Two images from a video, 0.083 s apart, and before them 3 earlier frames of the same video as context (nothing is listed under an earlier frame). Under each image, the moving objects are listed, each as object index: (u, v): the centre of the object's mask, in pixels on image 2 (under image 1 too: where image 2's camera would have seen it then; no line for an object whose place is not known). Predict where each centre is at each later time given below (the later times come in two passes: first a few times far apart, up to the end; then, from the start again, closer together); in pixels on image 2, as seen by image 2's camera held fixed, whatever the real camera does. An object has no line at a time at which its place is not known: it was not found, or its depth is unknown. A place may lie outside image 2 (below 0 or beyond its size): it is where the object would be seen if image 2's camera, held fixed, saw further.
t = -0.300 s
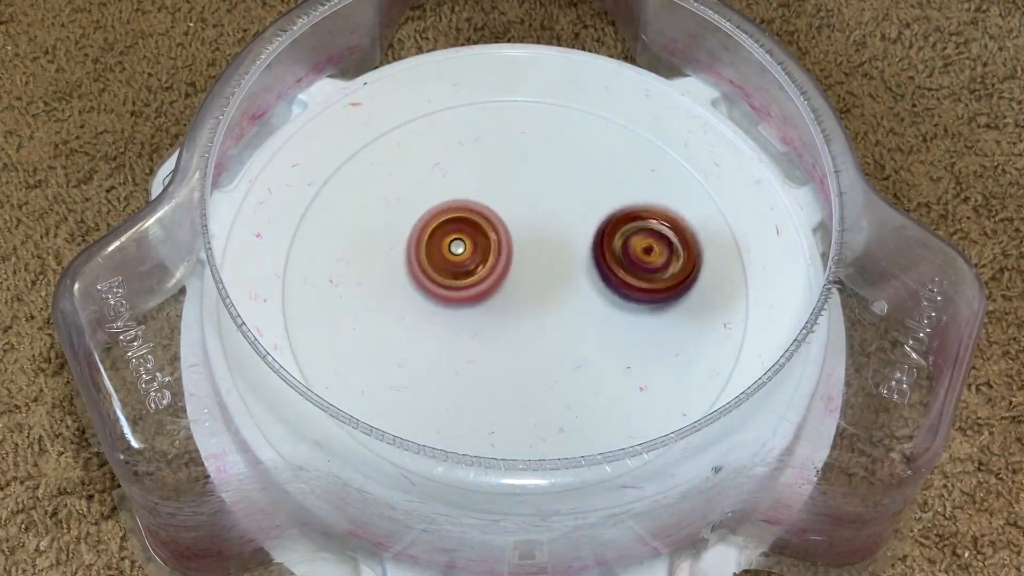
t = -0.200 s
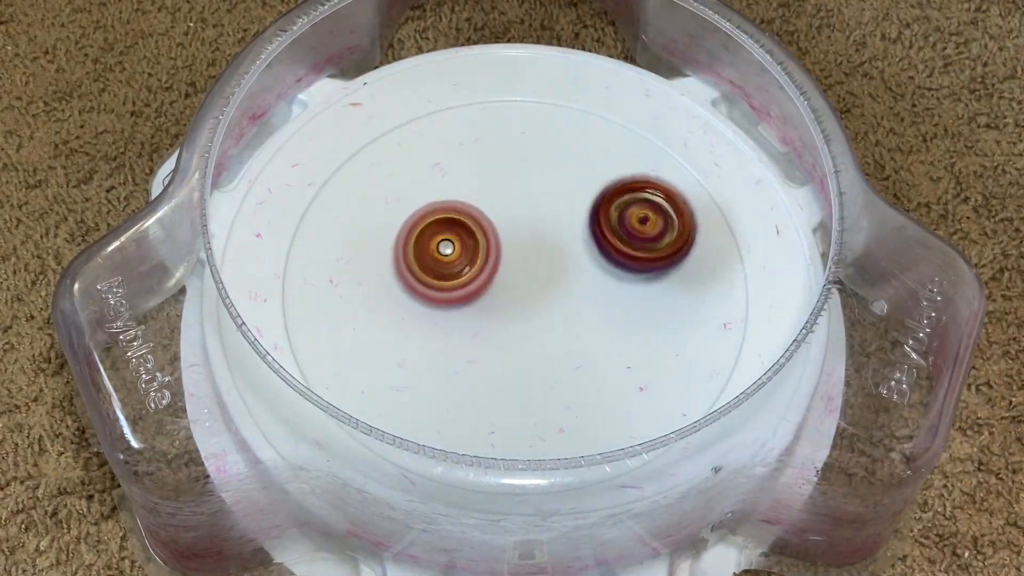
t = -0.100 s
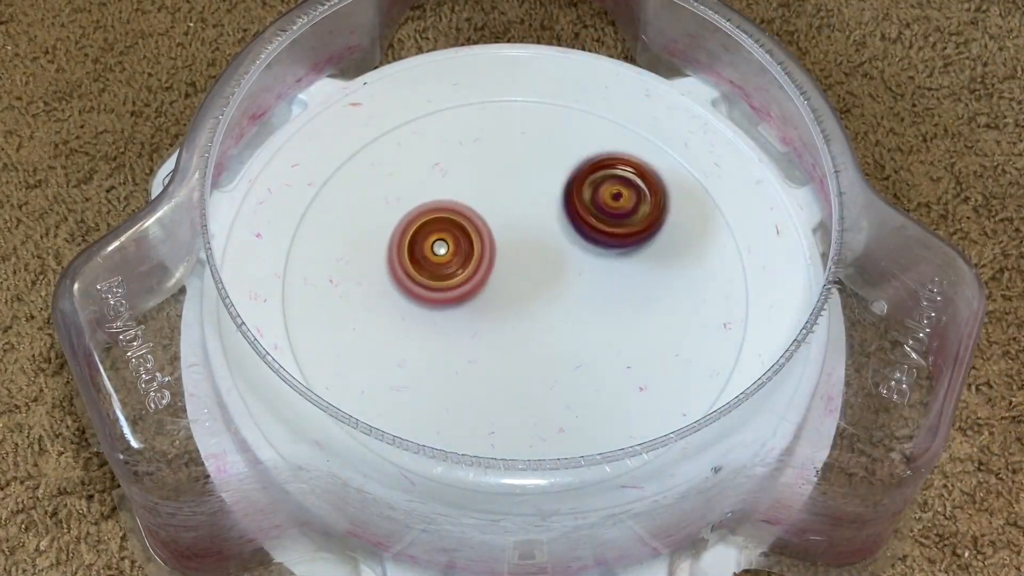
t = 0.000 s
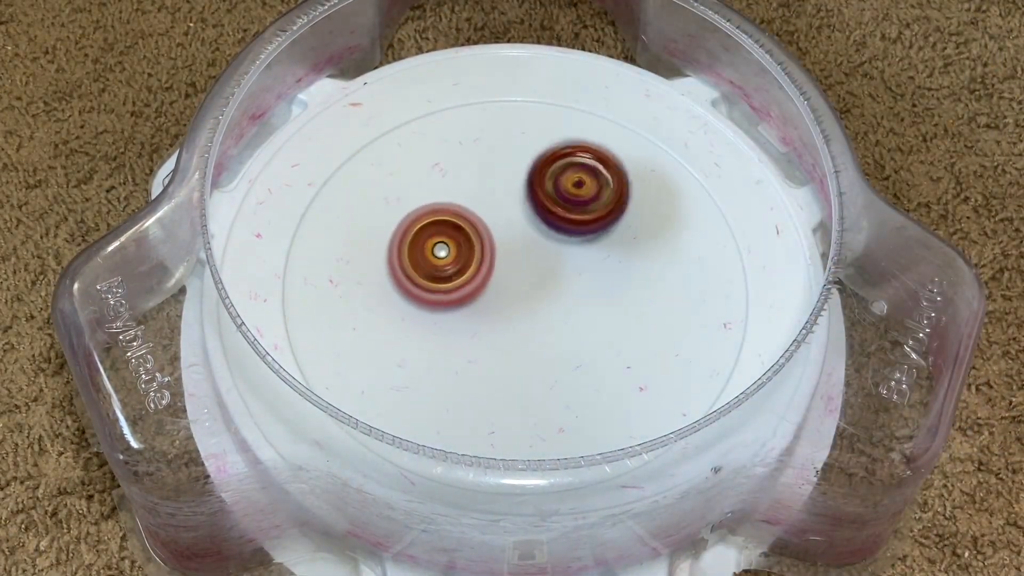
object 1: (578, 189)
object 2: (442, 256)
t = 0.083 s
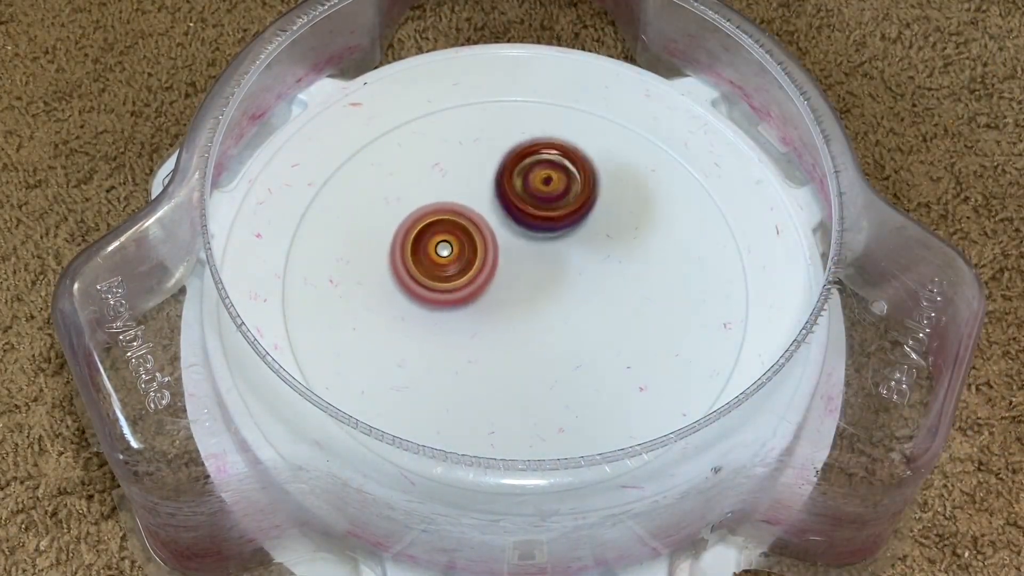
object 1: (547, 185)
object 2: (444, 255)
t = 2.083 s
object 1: (603, 260)
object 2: (441, 298)
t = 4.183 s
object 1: (440, 225)
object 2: (480, 406)
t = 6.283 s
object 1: (623, 298)
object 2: (335, 213)
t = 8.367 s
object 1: (687, 350)
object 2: (489, 157)
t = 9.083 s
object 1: (433, 238)
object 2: (541, 286)
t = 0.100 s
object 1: (540, 186)
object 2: (445, 255)
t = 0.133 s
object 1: (528, 187)
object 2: (447, 255)
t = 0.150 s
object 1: (526, 186)
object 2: (443, 259)
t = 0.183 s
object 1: (527, 177)
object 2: (429, 271)
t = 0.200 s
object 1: (528, 174)
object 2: (422, 276)
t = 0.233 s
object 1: (529, 171)
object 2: (410, 287)
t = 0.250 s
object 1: (528, 171)
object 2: (404, 293)
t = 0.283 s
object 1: (524, 171)
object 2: (395, 303)
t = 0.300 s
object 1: (523, 172)
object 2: (391, 307)
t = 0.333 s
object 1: (519, 177)
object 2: (385, 313)
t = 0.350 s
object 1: (517, 180)
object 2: (382, 317)
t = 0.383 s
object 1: (513, 187)
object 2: (380, 321)
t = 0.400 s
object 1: (511, 191)
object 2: (380, 323)
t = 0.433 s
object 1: (510, 200)
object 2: (382, 325)
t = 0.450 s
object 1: (510, 206)
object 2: (385, 325)
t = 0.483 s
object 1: (509, 217)
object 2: (391, 324)
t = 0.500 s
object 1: (510, 222)
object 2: (395, 324)
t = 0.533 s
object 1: (512, 233)
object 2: (406, 320)
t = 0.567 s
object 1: (517, 244)
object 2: (418, 316)
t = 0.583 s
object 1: (519, 250)
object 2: (425, 312)
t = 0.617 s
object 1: (532, 256)
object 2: (429, 308)
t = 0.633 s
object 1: (539, 258)
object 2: (431, 309)
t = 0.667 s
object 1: (555, 261)
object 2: (436, 303)
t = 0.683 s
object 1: (562, 262)
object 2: (440, 304)
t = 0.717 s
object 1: (578, 264)
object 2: (447, 297)
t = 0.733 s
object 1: (584, 264)
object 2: (452, 296)
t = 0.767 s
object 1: (596, 264)
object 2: (461, 288)
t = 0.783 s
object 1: (602, 263)
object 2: (465, 288)
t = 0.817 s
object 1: (612, 260)
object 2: (474, 282)
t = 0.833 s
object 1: (616, 259)
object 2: (479, 280)
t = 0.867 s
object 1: (623, 254)
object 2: (489, 275)
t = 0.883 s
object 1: (626, 252)
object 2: (493, 272)
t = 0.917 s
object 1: (627, 247)
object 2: (502, 269)
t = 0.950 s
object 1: (626, 241)
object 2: (509, 267)
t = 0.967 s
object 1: (625, 238)
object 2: (513, 264)
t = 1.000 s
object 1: (620, 231)
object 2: (520, 264)
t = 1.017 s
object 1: (621, 227)
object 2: (519, 264)
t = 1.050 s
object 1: (625, 218)
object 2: (513, 268)
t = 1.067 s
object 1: (625, 214)
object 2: (509, 271)
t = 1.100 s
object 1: (624, 207)
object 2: (501, 277)
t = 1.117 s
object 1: (622, 204)
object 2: (497, 282)
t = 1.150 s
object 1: (616, 197)
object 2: (489, 289)
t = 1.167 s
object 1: (612, 195)
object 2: (485, 293)
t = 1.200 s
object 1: (603, 191)
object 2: (476, 302)
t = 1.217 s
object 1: (599, 190)
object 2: (472, 306)
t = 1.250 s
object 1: (589, 190)
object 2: (464, 316)
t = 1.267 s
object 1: (584, 191)
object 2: (459, 319)
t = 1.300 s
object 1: (572, 195)
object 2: (451, 328)
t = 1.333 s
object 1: (561, 202)
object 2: (443, 336)
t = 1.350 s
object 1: (555, 206)
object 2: (439, 340)
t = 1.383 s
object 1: (545, 216)
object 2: (432, 346)
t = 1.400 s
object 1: (539, 222)
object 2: (428, 348)
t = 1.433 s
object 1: (530, 235)
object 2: (422, 353)
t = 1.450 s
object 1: (526, 241)
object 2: (419, 354)
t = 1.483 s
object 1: (520, 256)
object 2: (415, 356)
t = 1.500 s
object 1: (517, 264)
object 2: (412, 356)
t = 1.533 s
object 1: (512, 280)
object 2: (409, 355)
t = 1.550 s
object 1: (511, 289)
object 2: (408, 354)
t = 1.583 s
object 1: (511, 302)
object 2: (403, 353)
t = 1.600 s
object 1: (517, 306)
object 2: (397, 353)
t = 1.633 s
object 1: (528, 315)
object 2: (385, 353)
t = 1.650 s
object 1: (534, 319)
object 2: (380, 353)
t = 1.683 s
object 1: (547, 325)
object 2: (371, 351)
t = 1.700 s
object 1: (554, 328)
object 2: (367, 349)
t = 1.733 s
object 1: (567, 331)
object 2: (361, 345)
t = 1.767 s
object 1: (580, 332)
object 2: (358, 338)
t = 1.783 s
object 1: (586, 331)
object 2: (357, 335)
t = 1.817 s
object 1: (597, 329)
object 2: (357, 327)
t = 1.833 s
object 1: (602, 326)
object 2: (358, 322)
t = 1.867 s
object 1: (609, 320)
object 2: (361, 313)
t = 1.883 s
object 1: (612, 316)
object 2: (363, 309)
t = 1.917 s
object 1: (616, 307)
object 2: (368, 301)
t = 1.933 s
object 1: (618, 302)
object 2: (372, 298)
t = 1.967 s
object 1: (618, 291)
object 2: (381, 294)
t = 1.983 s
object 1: (618, 286)
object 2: (387, 293)
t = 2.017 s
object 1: (616, 276)
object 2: (403, 292)
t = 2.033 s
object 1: (614, 271)
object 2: (411, 293)
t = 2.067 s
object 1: (607, 264)
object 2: (431, 296)
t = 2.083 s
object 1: (603, 260)
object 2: (441, 298)
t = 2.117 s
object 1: (591, 256)
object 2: (463, 303)
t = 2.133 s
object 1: (585, 254)
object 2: (474, 306)
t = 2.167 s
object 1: (574, 249)
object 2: (489, 317)
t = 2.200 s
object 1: (580, 230)
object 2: (486, 344)
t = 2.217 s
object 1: (582, 222)
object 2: (485, 359)
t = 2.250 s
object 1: (582, 207)
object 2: (479, 387)
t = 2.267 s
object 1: (581, 200)
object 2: (475, 400)
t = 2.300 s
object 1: (575, 190)
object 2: (467, 415)
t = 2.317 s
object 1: (570, 186)
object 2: (460, 432)
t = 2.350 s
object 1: (559, 180)
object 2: (445, 449)
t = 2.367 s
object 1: (553, 178)
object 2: (443, 439)
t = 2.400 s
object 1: (538, 177)
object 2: (445, 417)
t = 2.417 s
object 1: (529, 177)
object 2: (440, 423)
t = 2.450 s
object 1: (513, 180)
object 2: (441, 403)
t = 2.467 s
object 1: (504, 183)
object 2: (439, 395)
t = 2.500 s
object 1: (488, 190)
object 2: (439, 372)
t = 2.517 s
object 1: (480, 195)
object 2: (439, 361)
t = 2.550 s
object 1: (466, 207)
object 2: (441, 339)
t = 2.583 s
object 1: (454, 219)
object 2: (445, 320)
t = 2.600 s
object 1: (449, 212)
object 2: (449, 328)
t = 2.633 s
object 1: (442, 196)
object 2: (457, 349)
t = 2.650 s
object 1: (440, 189)
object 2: (461, 359)
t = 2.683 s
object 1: (435, 180)
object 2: (471, 381)
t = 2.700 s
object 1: (433, 177)
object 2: (475, 390)
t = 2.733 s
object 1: (430, 175)
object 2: (483, 407)
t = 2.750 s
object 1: (429, 175)
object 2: (486, 412)
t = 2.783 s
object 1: (428, 178)
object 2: (492, 420)
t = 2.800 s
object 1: (428, 182)
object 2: (494, 423)
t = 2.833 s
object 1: (429, 190)
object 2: (496, 426)
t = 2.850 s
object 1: (430, 194)
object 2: (496, 427)
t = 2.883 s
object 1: (433, 206)
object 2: (495, 428)
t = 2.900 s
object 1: (435, 213)
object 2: (495, 427)
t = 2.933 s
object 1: (439, 227)
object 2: (491, 424)
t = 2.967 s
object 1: (445, 242)
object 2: (486, 420)
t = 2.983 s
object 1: (448, 249)
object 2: (484, 416)
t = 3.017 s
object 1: (455, 261)
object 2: (478, 408)
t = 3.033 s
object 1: (459, 266)
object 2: (474, 401)
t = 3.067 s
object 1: (469, 276)
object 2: (469, 385)
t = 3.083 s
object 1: (476, 275)
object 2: (465, 382)
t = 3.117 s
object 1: (489, 268)
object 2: (460, 381)
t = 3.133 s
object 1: (495, 263)
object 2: (459, 379)
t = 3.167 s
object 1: (507, 254)
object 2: (460, 373)
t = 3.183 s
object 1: (513, 249)
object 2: (462, 370)
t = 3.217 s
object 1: (524, 239)
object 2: (471, 362)
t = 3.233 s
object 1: (528, 234)
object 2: (477, 358)
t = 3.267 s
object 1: (536, 223)
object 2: (491, 349)
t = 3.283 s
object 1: (539, 218)
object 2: (499, 345)
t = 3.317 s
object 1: (543, 208)
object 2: (516, 337)
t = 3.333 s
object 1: (544, 203)
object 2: (524, 333)
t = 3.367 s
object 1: (546, 195)
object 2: (542, 326)
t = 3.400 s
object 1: (547, 187)
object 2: (559, 320)
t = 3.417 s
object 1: (546, 184)
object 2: (567, 317)
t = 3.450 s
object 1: (543, 178)
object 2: (583, 311)
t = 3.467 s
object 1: (541, 176)
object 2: (590, 309)
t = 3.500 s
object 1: (536, 173)
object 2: (602, 305)
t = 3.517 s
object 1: (532, 172)
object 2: (608, 304)
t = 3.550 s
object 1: (525, 173)
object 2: (618, 301)
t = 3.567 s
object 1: (522, 174)
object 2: (622, 300)
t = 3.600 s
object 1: (514, 177)
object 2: (627, 299)
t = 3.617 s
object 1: (511, 179)
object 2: (629, 298)
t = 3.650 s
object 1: (504, 183)
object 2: (631, 298)
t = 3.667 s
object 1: (500, 186)
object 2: (631, 299)
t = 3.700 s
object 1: (494, 193)
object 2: (629, 300)
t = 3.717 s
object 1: (493, 197)
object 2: (627, 301)
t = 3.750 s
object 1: (492, 206)
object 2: (621, 304)
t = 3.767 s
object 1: (493, 211)
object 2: (617, 306)
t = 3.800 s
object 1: (496, 222)
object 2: (608, 309)
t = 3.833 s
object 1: (501, 232)
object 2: (598, 313)
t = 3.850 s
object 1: (503, 238)
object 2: (592, 315)
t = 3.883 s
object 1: (501, 239)
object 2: (595, 331)
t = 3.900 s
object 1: (491, 231)
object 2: (607, 348)
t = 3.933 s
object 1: (473, 217)
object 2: (626, 381)
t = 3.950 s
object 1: (466, 212)
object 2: (631, 395)
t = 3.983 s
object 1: (455, 204)
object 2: (632, 412)
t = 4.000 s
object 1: (450, 201)
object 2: (635, 432)
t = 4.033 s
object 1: (445, 200)
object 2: (617, 437)
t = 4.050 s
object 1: (444, 200)
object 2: (607, 443)
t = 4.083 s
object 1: (441, 205)
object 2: (576, 427)
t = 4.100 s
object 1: (440, 208)
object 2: (563, 428)
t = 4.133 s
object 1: (440, 215)
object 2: (533, 423)
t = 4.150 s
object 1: (440, 219)
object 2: (516, 420)
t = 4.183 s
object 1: (440, 225)
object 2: (480, 406)
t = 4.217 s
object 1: (442, 231)
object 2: (448, 378)
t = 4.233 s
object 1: (443, 233)
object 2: (434, 361)
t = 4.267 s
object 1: (448, 235)
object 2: (413, 330)
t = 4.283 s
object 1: (457, 218)
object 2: (398, 331)
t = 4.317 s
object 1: (477, 183)
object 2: (369, 335)
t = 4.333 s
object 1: (487, 167)
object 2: (356, 335)
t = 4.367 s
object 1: (503, 141)
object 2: (337, 333)
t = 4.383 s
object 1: (510, 130)
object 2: (330, 330)
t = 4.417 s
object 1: (522, 112)
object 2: (322, 322)
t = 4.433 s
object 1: (527, 104)
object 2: (321, 317)
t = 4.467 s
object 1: (533, 95)
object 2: (324, 304)
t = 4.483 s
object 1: (536, 92)
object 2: (328, 297)
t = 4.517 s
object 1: (539, 91)
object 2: (342, 280)
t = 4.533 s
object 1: (539, 92)
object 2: (352, 271)
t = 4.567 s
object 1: (540, 98)
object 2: (374, 252)
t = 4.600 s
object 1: (539, 110)
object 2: (402, 232)
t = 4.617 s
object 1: (538, 116)
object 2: (417, 222)
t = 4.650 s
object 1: (534, 134)
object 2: (452, 203)
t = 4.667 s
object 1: (546, 132)
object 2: (457, 205)
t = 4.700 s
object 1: (592, 97)
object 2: (438, 246)
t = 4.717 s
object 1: (611, 79)
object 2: (430, 266)
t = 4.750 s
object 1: (640, 62)
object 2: (414, 305)
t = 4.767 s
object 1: (644, 74)
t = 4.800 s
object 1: (646, 91)
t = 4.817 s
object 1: (648, 102)
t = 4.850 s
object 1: (648, 128)
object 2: (394, 394)
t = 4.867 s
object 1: (647, 141)
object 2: (393, 404)
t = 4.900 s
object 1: (644, 168)
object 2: (394, 417)
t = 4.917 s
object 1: (639, 183)
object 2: (395, 422)
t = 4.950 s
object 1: (630, 213)
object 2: (398, 425)
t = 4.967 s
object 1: (625, 227)
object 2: (400, 425)
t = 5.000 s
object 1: (612, 257)
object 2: (408, 416)
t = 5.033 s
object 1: (599, 283)
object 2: (417, 401)
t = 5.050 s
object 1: (590, 298)
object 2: (419, 397)
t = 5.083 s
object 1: (576, 325)
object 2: (422, 384)
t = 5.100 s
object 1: (570, 336)
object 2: (424, 374)
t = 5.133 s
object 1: (556, 360)
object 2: (433, 353)
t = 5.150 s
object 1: (553, 368)
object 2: (437, 342)
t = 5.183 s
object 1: (553, 386)
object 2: (440, 318)
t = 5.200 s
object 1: (554, 393)
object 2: (444, 306)
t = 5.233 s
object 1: (555, 401)
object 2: (455, 285)
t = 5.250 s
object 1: (555, 404)
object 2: (461, 274)
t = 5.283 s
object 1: (556, 406)
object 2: (478, 254)
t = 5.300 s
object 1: (557, 406)
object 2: (488, 246)
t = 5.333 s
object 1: (557, 403)
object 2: (508, 230)
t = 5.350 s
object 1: (559, 399)
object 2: (519, 224)
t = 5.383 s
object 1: (560, 387)
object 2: (541, 213)
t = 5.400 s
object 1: (561, 380)
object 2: (552, 208)
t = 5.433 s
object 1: (564, 359)
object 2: (574, 203)
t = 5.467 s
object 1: (568, 334)
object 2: (597, 199)
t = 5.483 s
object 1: (571, 322)
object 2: (607, 199)
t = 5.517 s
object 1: (577, 298)
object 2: (627, 201)
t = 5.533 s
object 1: (582, 287)
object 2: (637, 202)
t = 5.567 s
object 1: (584, 274)
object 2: (661, 202)
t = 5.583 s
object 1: (584, 269)
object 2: (672, 200)
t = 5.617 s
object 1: (586, 261)
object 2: (692, 199)
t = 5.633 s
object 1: (587, 258)
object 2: (702, 199)
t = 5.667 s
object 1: (591, 252)
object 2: (716, 205)
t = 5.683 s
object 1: (593, 250)
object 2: (722, 209)
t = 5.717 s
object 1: (597, 245)
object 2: (731, 219)
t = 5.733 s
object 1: (600, 243)
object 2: (734, 226)
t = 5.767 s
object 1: (605, 238)
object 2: (735, 241)
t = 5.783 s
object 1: (608, 235)
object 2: (736, 249)
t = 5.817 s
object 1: (613, 232)
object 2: (731, 268)
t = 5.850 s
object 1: (618, 230)
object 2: (721, 288)
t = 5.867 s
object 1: (620, 229)
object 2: (716, 300)
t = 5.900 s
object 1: (625, 229)
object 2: (698, 323)
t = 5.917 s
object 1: (628, 229)
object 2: (685, 336)
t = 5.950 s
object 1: (631, 230)
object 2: (654, 359)
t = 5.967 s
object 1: (633, 230)
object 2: (635, 368)
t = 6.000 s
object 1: (637, 234)
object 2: (593, 381)
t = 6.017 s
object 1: (638, 235)
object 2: (568, 384)
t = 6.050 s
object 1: (641, 239)
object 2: (521, 383)
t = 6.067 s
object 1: (642, 242)
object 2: (498, 380)
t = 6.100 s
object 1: (642, 248)
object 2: (456, 367)
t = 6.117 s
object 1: (642, 252)
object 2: (435, 357)
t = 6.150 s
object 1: (642, 260)
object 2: (401, 335)
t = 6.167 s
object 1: (641, 264)
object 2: (386, 323)
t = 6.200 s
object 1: (637, 273)
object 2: (362, 292)
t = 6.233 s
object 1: (632, 283)
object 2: (345, 262)
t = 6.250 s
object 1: (629, 288)
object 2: (339, 246)
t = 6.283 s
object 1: (623, 298)
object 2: (335, 213)
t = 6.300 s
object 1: (620, 302)
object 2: (336, 197)
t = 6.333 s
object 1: (612, 312)
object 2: (343, 166)
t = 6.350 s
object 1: (608, 316)
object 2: (348, 151)
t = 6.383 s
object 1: (601, 327)
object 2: (364, 123)
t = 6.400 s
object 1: (595, 331)
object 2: (378, 114)
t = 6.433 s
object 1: (587, 341)
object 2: (414, 106)
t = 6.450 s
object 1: (582, 346)
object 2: (432, 103)
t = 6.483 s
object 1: (572, 353)
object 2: (469, 98)
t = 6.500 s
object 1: (568, 357)
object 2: (487, 97)
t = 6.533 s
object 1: (558, 364)
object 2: (525, 94)
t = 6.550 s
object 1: (554, 367)
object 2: (543, 94)
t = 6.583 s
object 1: (543, 372)
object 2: (583, 97)
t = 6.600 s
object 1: (538, 375)
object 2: (601, 102)
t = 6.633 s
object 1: (528, 378)
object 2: (639, 117)
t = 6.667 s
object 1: (517, 381)
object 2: (671, 140)
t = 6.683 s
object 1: (511, 382)
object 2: (683, 154)
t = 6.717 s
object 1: (501, 383)
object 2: (705, 187)
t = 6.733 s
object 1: (496, 383)
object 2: (711, 204)
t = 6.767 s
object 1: (485, 381)
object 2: (717, 242)
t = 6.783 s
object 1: (479, 380)
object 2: (716, 261)
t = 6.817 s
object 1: (469, 377)
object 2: (706, 299)
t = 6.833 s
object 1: (464, 375)
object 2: (698, 319)
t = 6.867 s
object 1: (454, 370)
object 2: (671, 354)
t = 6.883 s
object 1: (451, 367)
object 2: (655, 371)
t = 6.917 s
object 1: (441, 359)
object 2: (613, 397)
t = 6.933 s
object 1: (436, 355)
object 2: (588, 407)
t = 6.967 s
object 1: (428, 348)
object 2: (537, 418)
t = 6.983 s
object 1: (425, 343)
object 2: (511, 420)
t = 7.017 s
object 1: (417, 332)
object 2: (453, 434)
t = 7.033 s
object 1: (413, 324)
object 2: (426, 434)
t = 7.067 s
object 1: (404, 311)
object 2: (377, 426)
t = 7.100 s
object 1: (396, 295)
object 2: (351, 393)
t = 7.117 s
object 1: (394, 284)
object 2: (347, 369)
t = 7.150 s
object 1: (397, 252)
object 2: (327, 353)
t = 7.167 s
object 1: (399, 237)
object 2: (326, 343)
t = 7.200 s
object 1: (401, 205)
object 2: (329, 323)
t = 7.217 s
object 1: (403, 189)
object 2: (334, 310)
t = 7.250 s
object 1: (405, 162)
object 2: (347, 286)
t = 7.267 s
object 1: (405, 149)
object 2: (355, 273)
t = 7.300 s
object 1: (407, 129)
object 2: (373, 252)
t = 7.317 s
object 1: (407, 119)
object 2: (383, 241)
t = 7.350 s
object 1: (407, 104)
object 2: (404, 223)
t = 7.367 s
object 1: (411, 101)
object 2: (415, 215)
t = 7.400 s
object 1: (419, 103)
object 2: (439, 203)
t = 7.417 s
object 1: (424, 106)
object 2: (452, 201)
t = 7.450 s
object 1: (430, 93)
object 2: (480, 213)
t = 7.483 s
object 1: (436, 87)
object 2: (511, 230)
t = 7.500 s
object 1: (439, 85)
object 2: (525, 238)
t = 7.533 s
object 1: (445, 82)
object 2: (552, 256)
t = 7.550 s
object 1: (448, 82)
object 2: (566, 266)
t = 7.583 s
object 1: (454, 82)
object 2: (589, 286)
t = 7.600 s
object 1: (457, 81)
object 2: (601, 297)
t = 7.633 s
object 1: (464, 82)
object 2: (620, 319)
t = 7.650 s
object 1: (467, 84)
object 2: (629, 330)
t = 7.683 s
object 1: (475, 87)
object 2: (643, 352)
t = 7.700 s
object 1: (479, 90)
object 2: (648, 361)
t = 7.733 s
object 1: (487, 98)
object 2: (654, 384)
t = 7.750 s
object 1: (492, 105)
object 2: (653, 390)
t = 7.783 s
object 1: (501, 116)
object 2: (648, 403)
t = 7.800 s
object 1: (506, 124)
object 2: (652, 418)
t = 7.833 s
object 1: (515, 140)
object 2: (636, 423)
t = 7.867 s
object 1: (525, 157)
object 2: (605, 417)
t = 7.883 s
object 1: (531, 167)
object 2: (594, 413)
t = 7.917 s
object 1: (543, 186)
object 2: (569, 409)
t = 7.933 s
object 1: (549, 196)
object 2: (553, 401)
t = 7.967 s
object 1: (561, 215)
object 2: (528, 384)
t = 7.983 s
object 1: (566, 225)
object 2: (515, 375)
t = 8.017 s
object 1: (580, 244)
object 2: (492, 354)
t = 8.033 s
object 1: (588, 254)
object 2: (482, 343)
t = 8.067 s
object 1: (605, 275)
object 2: (465, 320)
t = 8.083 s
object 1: (615, 285)
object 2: (459, 308)
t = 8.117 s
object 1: (634, 304)
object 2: (447, 284)
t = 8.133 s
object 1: (644, 312)
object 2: (443, 273)
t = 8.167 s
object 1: (663, 326)
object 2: (439, 250)
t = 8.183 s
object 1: (671, 336)
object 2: (437, 239)
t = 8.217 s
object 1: (688, 346)
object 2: (439, 219)
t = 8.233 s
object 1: (693, 352)
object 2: (442, 209)
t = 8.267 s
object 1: (701, 353)
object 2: (448, 194)
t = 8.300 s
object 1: (704, 353)
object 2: (459, 178)
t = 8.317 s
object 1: (702, 354)
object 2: (465, 173)
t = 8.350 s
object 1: (695, 353)
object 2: (480, 163)
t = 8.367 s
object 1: (687, 350)
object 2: (489, 157)
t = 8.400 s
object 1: (670, 339)
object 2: (507, 152)
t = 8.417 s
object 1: (661, 332)
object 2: (517, 149)
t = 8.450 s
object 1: (642, 319)
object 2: (538, 145)
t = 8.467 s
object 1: (633, 313)
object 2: (547, 144)
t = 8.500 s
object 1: (611, 300)
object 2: (567, 144)
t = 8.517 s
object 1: (599, 296)
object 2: (577, 145)
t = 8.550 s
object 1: (576, 289)
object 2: (596, 149)
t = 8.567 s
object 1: (564, 285)
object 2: (606, 151)
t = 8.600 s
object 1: (540, 278)
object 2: (621, 158)
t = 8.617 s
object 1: (530, 273)
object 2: (629, 162)
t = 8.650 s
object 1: (509, 263)
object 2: (642, 171)
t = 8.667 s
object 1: (500, 260)
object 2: (647, 177)
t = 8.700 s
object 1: (487, 251)
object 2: (656, 188)
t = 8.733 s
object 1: (477, 246)
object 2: (664, 200)
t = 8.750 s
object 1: (473, 243)
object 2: (665, 206)
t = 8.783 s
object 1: (469, 238)
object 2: (668, 217)
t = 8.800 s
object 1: (467, 237)
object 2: (668, 223)
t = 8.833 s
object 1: (467, 237)
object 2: (665, 235)
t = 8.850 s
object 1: (468, 237)
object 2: (663, 242)
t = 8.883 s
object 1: (468, 238)
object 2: (652, 254)
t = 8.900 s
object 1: (469, 239)
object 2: (643, 260)
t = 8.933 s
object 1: (468, 241)
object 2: (623, 270)
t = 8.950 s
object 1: (468, 242)
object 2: (611, 273)
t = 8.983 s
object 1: (466, 244)
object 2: (587, 278)
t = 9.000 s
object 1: (466, 245)
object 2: (575, 278)
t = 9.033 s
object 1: (454, 242)
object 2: (559, 280)
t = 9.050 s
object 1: (446, 240)
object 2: (552, 282)
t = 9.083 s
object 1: (433, 238)
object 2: (541, 286)
